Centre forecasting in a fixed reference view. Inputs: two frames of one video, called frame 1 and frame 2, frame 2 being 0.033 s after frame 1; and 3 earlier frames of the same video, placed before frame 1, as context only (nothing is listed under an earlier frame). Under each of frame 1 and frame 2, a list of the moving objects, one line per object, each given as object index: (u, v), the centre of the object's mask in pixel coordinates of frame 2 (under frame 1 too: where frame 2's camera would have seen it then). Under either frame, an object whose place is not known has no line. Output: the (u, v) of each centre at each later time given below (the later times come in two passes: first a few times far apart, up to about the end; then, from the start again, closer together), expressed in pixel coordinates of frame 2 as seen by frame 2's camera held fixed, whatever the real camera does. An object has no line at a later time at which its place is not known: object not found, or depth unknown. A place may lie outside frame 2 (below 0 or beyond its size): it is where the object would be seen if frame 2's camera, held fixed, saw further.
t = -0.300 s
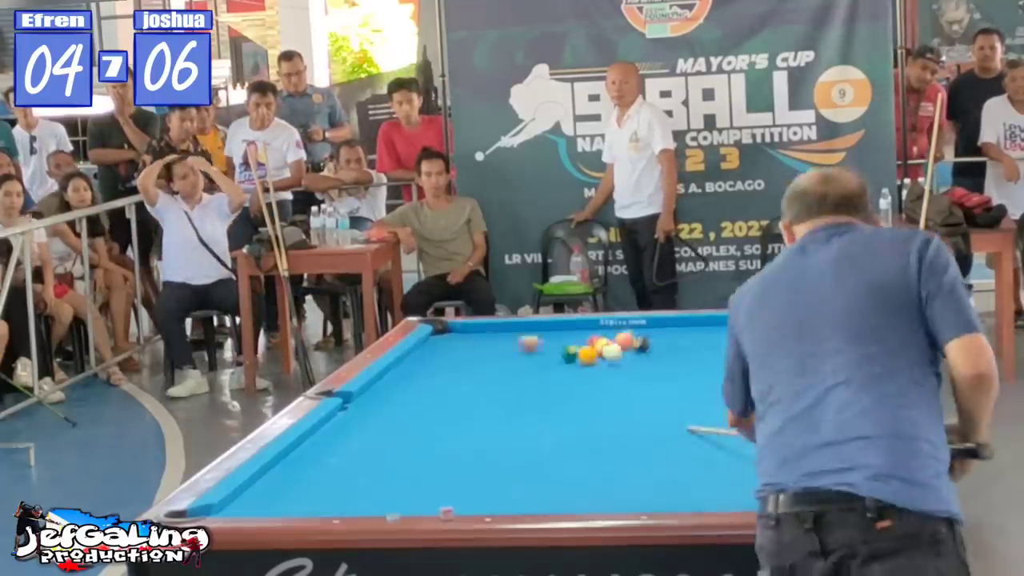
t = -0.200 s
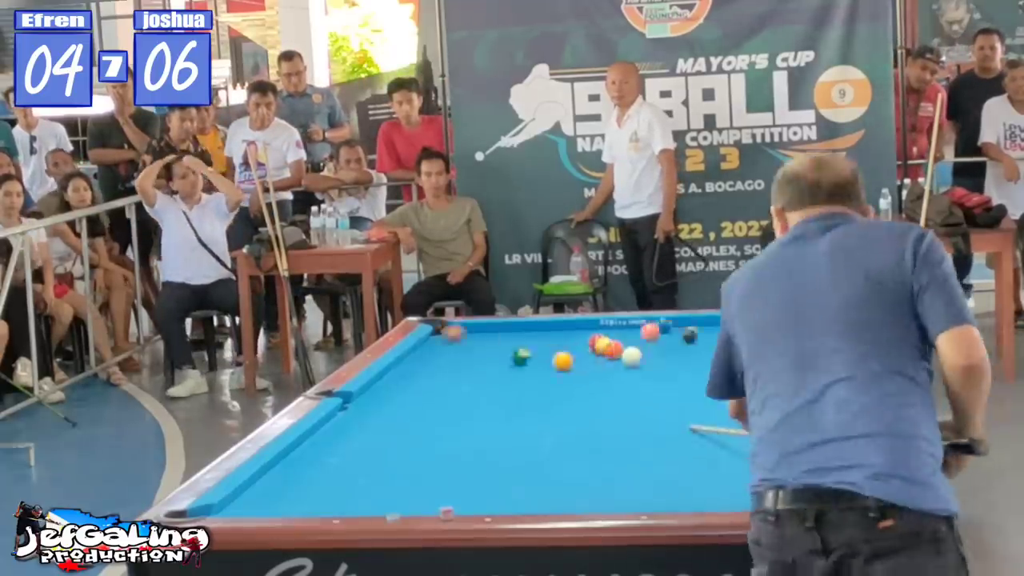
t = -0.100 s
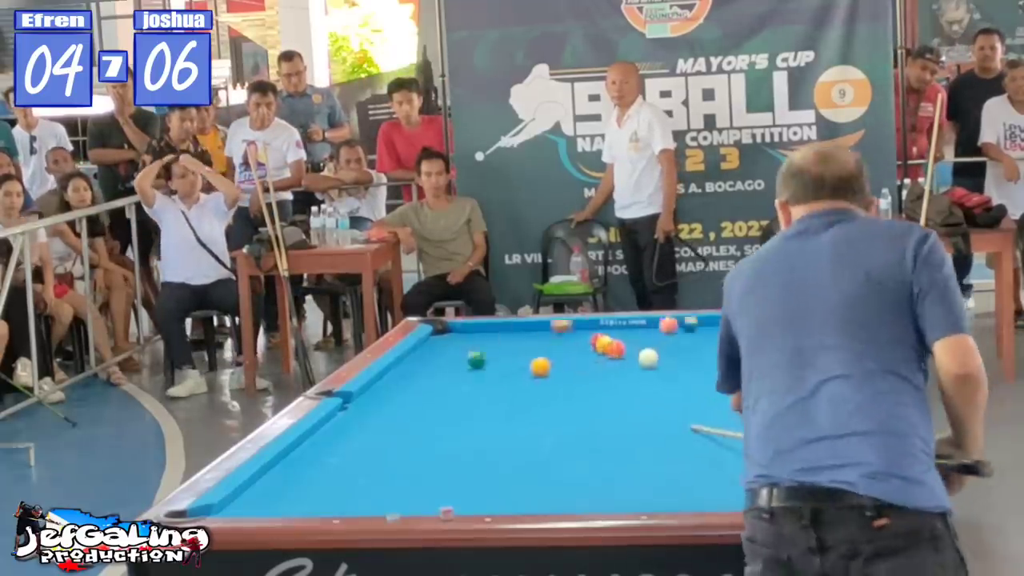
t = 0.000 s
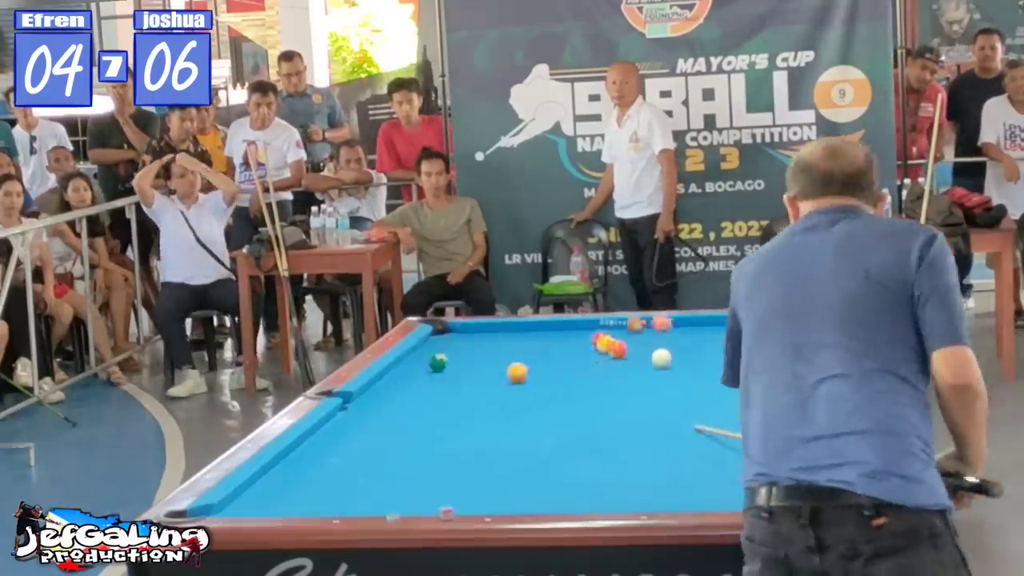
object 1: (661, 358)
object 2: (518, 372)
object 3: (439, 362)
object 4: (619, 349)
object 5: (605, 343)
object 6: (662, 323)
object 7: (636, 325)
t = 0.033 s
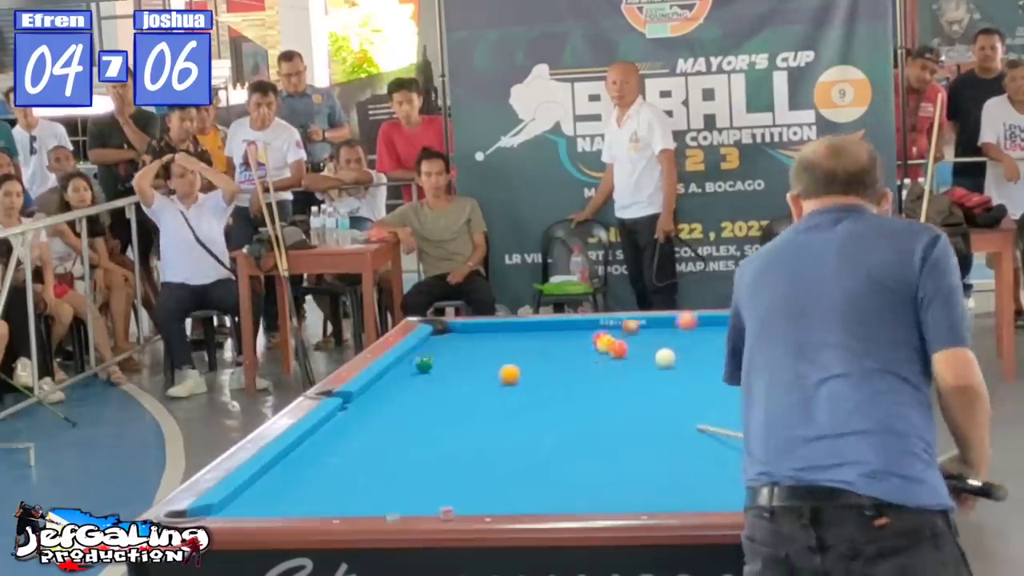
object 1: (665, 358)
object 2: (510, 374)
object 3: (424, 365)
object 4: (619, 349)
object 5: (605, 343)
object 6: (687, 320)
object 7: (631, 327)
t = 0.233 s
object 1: (687, 357)
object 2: (463, 386)
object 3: (425, 368)
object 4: (621, 348)
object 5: (605, 342)
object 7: (607, 331)
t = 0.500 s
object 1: (714, 354)
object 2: (397, 402)
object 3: (470, 374)
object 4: (625, 348)
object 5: (606, 347)
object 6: (715, 326)
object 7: (594, 334)
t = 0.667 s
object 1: (731, 354)
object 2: (354, 412)
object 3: (499, 377)
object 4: (633, 348)
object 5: (599, 351)
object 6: (671, 329)
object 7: (586, 335)
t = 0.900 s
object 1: (752, 352)
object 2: (343, 424)
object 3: (540, 382)
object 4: (610, 354)
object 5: (589, 355)
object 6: (611, 333)
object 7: (576, 336)
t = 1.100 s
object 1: (768, 350)
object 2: (352, 434)
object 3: (574, 386)
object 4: (596, 359)
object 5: (571, 358)
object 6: (578, 335)
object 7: (546, 339)
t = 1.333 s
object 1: (786, 349)
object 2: (363, 444)
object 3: (615, 390)
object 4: (581, 365)
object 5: (551, 362)
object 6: (554, 335)
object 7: (503, 342)
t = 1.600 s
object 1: (791, 349)
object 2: (376, 457)
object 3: (662, 396)
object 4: (565, 370)
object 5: (529, 367)
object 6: (528, 335)
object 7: (455, 347)
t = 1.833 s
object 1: (785, 349)
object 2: (387, 469)
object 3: (703, 401)
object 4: (551, 375)
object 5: (510, 370)
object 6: (506, 336)
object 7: (415, 351)
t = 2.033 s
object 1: (780, 349)
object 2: (397, 479)
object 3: (738, 405)
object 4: (539, 380)
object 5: (495, 373)
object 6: (488, 336)
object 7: (432, 351)
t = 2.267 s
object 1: (776, 349)
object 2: (409, 491)
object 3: (779, 410)
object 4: (525, 385)
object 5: (478, 376)
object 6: (470, 336)
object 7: (446, 350)
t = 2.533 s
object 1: (772, 349)
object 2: (422, 501)
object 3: (777, 415)
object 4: (510, 390)
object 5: (460, 379)
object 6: (449, 336)
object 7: (461, 351)
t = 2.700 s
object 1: (771, 349)
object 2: (438, 503)
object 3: (763, 417)
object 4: (501, 393)
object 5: (449, 381)
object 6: (438, 337)
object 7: (469, 350)
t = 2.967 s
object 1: (770, 349)
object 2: (473, 498)
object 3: (741, 421)
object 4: (488, 398)
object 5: (433, 385)
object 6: (439, 336)
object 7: (481, 350)
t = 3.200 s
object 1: (769, 350)
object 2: (501, 493)
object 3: (723, 424)
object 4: (476, 403)
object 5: (420, 387)
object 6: (446, 336)
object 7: (489, 350)
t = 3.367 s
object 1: (769, 349)
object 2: (521, 488)
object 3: (711, 427)
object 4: (468, 405)
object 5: (412, 389)
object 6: (451, 335)
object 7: (495, 350)
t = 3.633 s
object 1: (770, 349)
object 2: (549, 481)
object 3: (692, 431)
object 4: (456, 410)
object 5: (400, 391)
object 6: (457, 335)
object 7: (502, 350)
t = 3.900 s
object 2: (573, 477)
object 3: (674, 434)
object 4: (445, 413)
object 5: (390, 393)
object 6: (461, 335)
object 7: (506, 350)
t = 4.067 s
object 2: (587, 473)
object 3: (666, 435)
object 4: (438, 416)
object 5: (384, 395)
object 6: (462, 335)
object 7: (509, 350)
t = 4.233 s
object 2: (601, 471)
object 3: (655, 437)
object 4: (433, 418)
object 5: (379, 396)
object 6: (463, 335)
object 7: (510, 350)
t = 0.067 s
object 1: (669, 358)
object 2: (502, 376)
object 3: (412, 364)
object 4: (619, 349)
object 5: (605, 343)
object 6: (711, 319)
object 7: (626, 328)
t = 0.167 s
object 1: (680, 357)
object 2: (479, 382)
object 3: (411, 367)
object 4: (621, 349)
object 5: (605, 342)
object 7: (615, 330)
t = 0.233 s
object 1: (687, 357)
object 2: (463, 386)
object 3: (425, 368)
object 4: (621, 348)
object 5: (605, 342)
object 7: (607, 331)
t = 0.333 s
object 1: (698, 356)
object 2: (438, 392)
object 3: (442, 370)
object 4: (622, 348)
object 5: (606, 343)
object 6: (759, 322)
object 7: (602, 333)
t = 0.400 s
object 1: (704, 355)
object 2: (421, 396)
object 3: (452, 372)
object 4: (623, 347)
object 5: (606, 346)
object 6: (742, 324)
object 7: (600, 333)
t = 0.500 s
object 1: (714, 354)
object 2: (397, 402)
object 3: (470, 374)
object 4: (625, 348)
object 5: (606, 347)
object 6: (715, 326)
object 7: (594, 334)
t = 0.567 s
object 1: (721, 354)
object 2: (380, 406)
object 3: (481, 374)
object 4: (628, 348)
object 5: (603, 349)
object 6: (697, 327)
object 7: (590, 335)
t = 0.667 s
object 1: (731, 354)
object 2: (354, 412)
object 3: (499, 377)
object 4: (633, 348)
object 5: (599, 351)
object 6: (671, 329)
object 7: (586, 335)
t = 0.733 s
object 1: (736, 353)
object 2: (337, 417)
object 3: (510, 379)
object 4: (635, 348)
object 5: (596, 352)
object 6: (653, 330)
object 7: (582, 335)
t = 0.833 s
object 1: (745, 353)
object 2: (340, 421)
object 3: (528, 381)
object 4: (618, 352)
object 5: (592, 353)
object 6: (627, 331)
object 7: (578, 336)
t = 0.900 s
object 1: (752, 352)
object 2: (343, 424)
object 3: (540, 382)
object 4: (610, 354)
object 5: (589, 355)
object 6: (611, 333)
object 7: (576, 336)
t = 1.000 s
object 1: (760, 351)
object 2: (347, 429)
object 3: (557, 384)
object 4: (602, 356)
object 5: (580, 356)
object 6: (586, 333)
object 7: (566, 337)
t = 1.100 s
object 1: (768, 350)
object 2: (352, 434)
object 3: (574, 386)
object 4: (596, 359)
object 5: (571, 358)
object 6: (578, 335)
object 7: (546, 339)
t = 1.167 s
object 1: (772, 350)
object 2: (355, 437)
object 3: (586, 387)
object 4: (592, 360)
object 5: (565, 359)
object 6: (572, 335)
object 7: (534, 340)
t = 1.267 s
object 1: (781, 349)
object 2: (359, 441)
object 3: (603, 389)
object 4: (585, 363)
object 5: (557, 361)
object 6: (561, 335)
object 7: (515, 342)
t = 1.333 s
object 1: (786, 349)
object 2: (363, 444)
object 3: (615, 390)
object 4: (581, 365)
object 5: (551, 362)
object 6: (554, 335)
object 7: (503, 342)
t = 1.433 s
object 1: (793, 349)
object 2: (367, 449)
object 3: (633, 393)
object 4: (575, 367)
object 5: (542, 363)
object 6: (543, 335)
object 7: (485, 345)
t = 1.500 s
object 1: (794, 349)
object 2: (371, 453)
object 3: (644, 394)
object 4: (571, 368)
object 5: (537, 365)
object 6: (537, 335)
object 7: (473, 346)
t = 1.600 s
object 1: (791, 349)
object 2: (376, 457)
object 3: (662, 396)
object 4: (565, 370)
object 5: (529, 367)
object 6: (528, 335)
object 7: (455, 347)
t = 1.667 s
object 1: (789, 349)
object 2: (379, 461)
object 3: (674, 397)
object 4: (560, 372)
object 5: (523, 368)
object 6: (521, 336)
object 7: (443, 349)
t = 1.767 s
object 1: (787, 349)
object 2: (384, 466)
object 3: (691, 399)
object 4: (555, 374)
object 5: (515, 369)
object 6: (512, 336)
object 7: (425, 350)
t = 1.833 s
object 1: (785, 349)
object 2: (387, 469)
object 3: (703, 401)
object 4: (551, 375)
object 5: (510, 370)
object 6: (506, 336)
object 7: (415, 351)
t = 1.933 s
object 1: (782, 349)
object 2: (392, 474)
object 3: (720, 402)
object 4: (544, 378)
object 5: (503, 371)
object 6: (497, 336)
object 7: (425, 351)
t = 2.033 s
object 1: (780, 349)
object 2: (397, 479)
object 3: (738, 405)
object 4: (539, 380)
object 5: (495, 373)
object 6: (488, 336)
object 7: (432, 351)
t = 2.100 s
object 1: (779, 349)
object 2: (400, 482)
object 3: (750, 406)
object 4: (535, 381)
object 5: (490, 374)
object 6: (483, 336)
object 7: (436, 350)
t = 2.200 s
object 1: (777, 349)
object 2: (405, 488)
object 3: (767, 408)
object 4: (529, 383)
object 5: (483, 375)
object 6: (475, 336)
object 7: (442, 351)
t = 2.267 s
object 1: (776, 349)
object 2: (409, 491)
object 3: (779, 410)
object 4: (525, 385)
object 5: (478, 376)
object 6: (470, 336)
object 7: (446, 350)
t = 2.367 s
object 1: (774, 349)
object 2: (414, 496)
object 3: (793, 411)
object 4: (519, 387)
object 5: (471, 377)
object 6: (461, 336)
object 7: (452, 351)
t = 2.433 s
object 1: (774, 349)
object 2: (418, 498)
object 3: (786, 413)
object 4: (516, 388)
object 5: (467, 378)
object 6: (457, 335)
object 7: (455, 351)
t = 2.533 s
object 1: (772, 349)
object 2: (422, 501)
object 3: (777, 415)
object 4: (510, 390)
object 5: (460, 379)
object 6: (449, 336)
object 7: (461, 351)
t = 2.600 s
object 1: (772, 349)
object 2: (426, 503)
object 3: (772, 416)
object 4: (506, 392)
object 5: (455, 380)
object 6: (444, 336)
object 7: (464, 350)
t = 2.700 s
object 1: (771, 349)
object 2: (438, 503)
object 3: (763, 417)
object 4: (501, 393)
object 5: (449, 381)
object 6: (438, 337)
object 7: (469, 350)
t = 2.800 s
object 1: (770, 349)
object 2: (451, 500)
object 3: (754, 419)
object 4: (496, 395)
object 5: (443, 383)
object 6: (433, 337)
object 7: (474, 350)
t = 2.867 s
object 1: (770, 350)
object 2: (460, 499)
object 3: (749, 420)
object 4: (492, 397)
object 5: (439, 384)
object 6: (435, 337)
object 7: (477, 350)
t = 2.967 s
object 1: (770, 349)
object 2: (473, 498)
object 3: (741, 421)
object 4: (488, 398)
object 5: (433, 385)
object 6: (439, 336)
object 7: (481, 350)
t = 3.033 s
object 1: (769, 350)
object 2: (481, 496)
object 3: (736, 422)
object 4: (484, 400)
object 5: (430, 386)
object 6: (441, 336)
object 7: (483, 350)
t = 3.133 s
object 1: (769, 350)
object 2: (493, 495)
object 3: (728, 424)
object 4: (479, 401)
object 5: (424, 386)
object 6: (444, 336)
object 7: (487, 350)
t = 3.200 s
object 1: (769, 350)
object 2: (501, 493)
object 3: (723, 424)
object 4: (476, 403)
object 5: (420, 387)
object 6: (446, 336)
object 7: (489, 350)
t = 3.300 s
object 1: (769, 350)
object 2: (512, 491)
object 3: (716, 426)
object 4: (471, 404)
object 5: (416, 388)
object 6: (449, 335)
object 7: (493, 349)
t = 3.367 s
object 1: (769, 349)
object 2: (521, 488)
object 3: (711, 427)
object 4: (468, 405)
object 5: (412, 389)
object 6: (451, 335)
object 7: (495, 350)
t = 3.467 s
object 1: (770, 350)
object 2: (532, 485)
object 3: (704, 428)
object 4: (463, 407)
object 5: (408, 389)
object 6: (453, 336)
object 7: (497, 350)
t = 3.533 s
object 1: (770, 349)
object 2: (539, 484)
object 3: (698, 429)
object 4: (460, 408)
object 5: (405, 390)
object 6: (455, 335)
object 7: (499, 350)
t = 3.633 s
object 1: (770, 349)
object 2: (549, 481)
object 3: (692, 431)
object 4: (456, 410)
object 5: (400, 391)
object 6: (457, 335)
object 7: (502, 350)
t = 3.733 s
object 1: (770, 350)
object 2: (558, 480)
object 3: (685, 431)
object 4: (452, 411)
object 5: (396, 392)
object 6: (458, 335)
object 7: (504, 350)
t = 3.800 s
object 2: (564, 479)
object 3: (680, 432)
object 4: (449, 412)
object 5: (393, 393)
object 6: (459, 335)
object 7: (505, 350)
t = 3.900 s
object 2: (573, 477)
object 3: (674, 434)
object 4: (445, 413)
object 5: (390, 393)
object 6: (461, 335)
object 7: (506, 350)
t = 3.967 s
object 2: (578, 475)
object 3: (673, 434)
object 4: (442, 415)
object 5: (387, 394)
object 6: (461, 335)
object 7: (508, 350)
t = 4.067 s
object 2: (587, 473)
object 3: (666, 435)
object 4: (438, 416)
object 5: (384, 395)
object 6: (462, 335)
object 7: (509, 350)
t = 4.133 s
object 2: (593, 473)
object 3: (662, 436)
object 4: (436, 417)
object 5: (382, 395)
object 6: (463, 335)
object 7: (509, 350)
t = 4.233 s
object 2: (601, 471)
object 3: (655, 437)
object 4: (433, 418)
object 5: (379, 396)
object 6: (463, 335)
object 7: (510, 350)
